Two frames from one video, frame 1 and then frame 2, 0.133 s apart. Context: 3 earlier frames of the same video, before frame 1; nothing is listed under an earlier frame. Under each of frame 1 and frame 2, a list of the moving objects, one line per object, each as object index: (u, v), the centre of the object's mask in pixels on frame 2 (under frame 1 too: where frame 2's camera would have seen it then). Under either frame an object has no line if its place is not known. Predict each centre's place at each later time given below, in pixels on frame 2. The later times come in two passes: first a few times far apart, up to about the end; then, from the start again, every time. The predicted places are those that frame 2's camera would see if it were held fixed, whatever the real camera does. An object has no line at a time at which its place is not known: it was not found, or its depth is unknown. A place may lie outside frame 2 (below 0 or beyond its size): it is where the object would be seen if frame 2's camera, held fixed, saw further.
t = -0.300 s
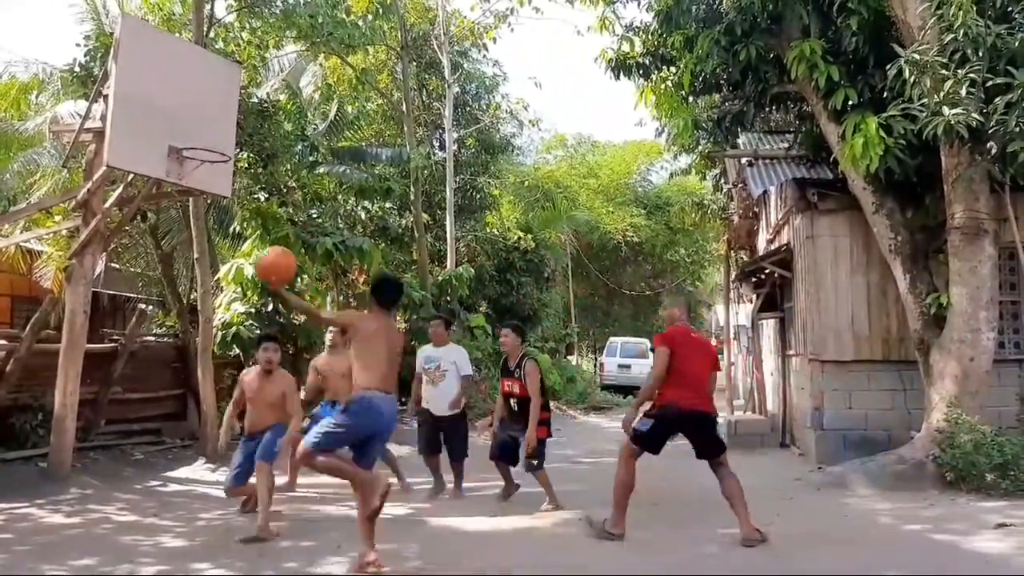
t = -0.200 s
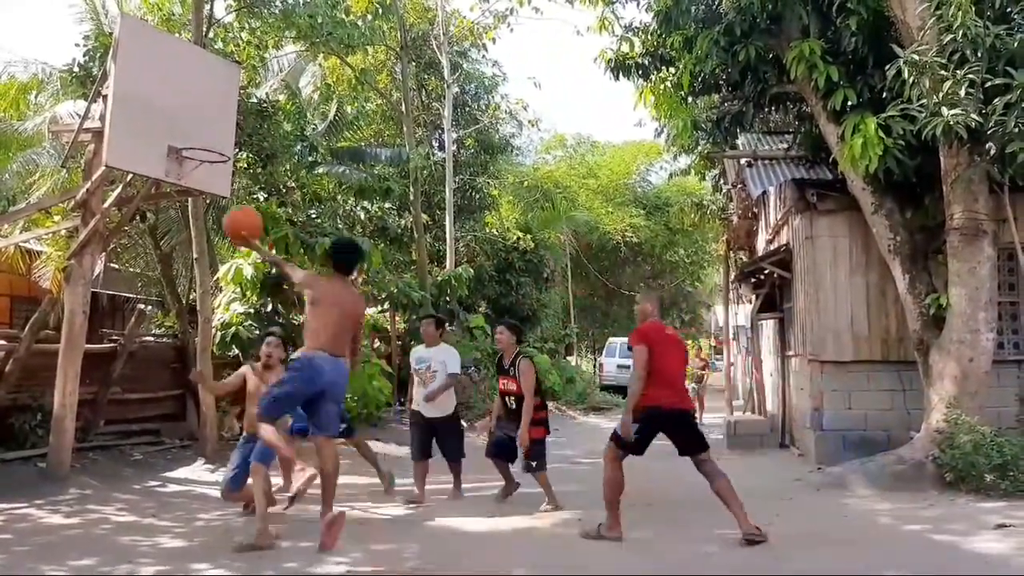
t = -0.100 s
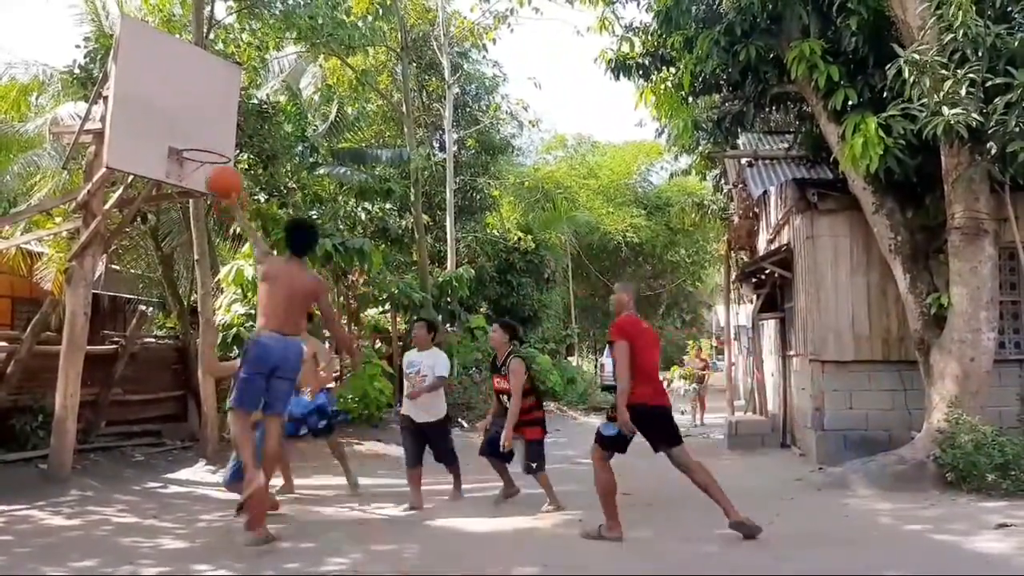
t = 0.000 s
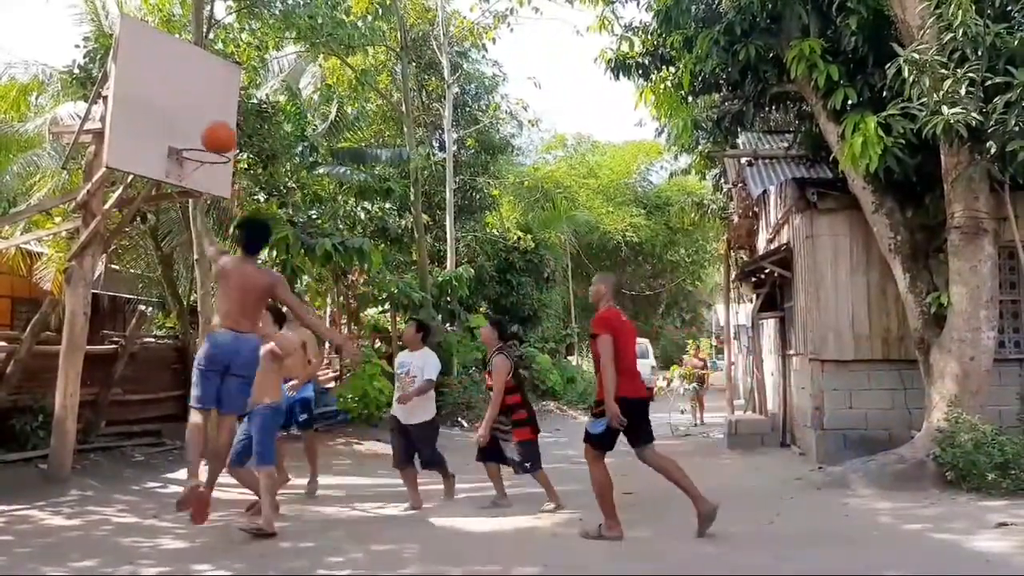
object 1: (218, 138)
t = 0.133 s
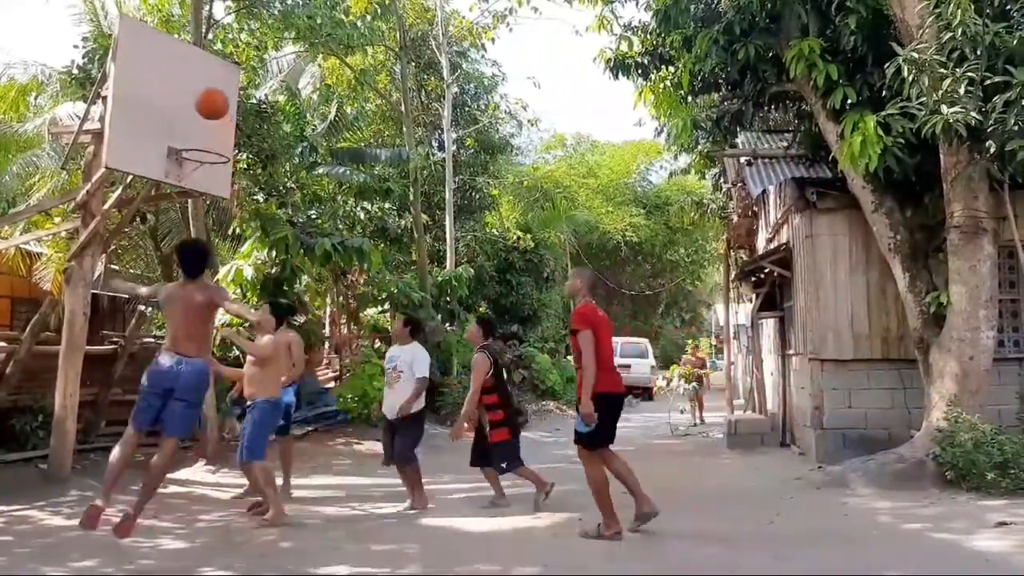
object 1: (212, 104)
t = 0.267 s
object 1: (205, 96)
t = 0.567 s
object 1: (203, 152)
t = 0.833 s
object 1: (192, 137)
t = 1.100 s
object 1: (191, 134)
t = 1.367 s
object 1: (199, 152)
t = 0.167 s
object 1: (211, 100)
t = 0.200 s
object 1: (208, 95)
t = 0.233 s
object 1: (206, 95)
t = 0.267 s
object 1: (205, 96)
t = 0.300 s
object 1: (203, 99)
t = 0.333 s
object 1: (202, 104)
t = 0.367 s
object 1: (200, 109)
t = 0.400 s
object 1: (199, 115)
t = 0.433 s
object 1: (197, 123)
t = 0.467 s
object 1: (196, 132)
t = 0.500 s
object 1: (195, 143)
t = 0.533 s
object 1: (194, 153)
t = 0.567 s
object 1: (203, 152)
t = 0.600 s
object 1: (212, 152)
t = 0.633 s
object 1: (215, 151)
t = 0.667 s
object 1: (211, 145)
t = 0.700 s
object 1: (207, 141)
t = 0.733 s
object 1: (203, 139)
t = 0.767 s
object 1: (199, 137)
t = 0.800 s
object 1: (195, 137)
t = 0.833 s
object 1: (192, 137)
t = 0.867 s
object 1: (192, 135)
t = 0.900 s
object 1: (191, 133)
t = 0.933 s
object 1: (191, 133)
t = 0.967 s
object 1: (190, 134)
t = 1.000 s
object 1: (190, 135)
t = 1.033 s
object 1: (190, 135)
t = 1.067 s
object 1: (190, 134)
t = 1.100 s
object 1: (191, 134)
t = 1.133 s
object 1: (191, 135)
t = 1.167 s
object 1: (192, 136)
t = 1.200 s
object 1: (193, 136)
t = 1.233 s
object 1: (194, 137)
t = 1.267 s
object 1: (195, 139)
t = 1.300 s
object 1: (196, 143)
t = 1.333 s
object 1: (198, 147)
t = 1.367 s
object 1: (199, 152)
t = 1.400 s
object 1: (200, 158)
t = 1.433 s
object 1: (202, 166)
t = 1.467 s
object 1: (203, 175)
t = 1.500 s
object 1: (204, 184)
